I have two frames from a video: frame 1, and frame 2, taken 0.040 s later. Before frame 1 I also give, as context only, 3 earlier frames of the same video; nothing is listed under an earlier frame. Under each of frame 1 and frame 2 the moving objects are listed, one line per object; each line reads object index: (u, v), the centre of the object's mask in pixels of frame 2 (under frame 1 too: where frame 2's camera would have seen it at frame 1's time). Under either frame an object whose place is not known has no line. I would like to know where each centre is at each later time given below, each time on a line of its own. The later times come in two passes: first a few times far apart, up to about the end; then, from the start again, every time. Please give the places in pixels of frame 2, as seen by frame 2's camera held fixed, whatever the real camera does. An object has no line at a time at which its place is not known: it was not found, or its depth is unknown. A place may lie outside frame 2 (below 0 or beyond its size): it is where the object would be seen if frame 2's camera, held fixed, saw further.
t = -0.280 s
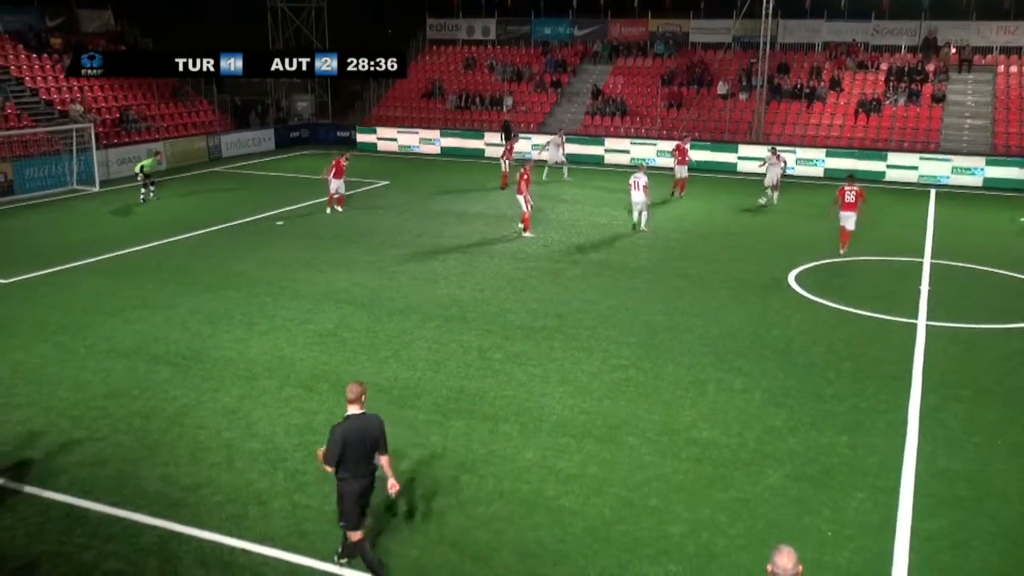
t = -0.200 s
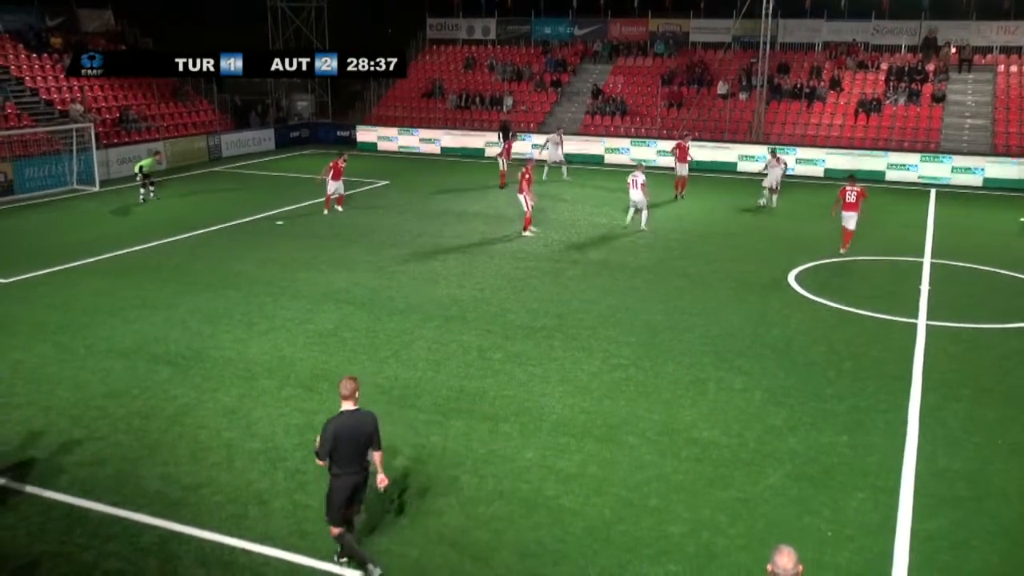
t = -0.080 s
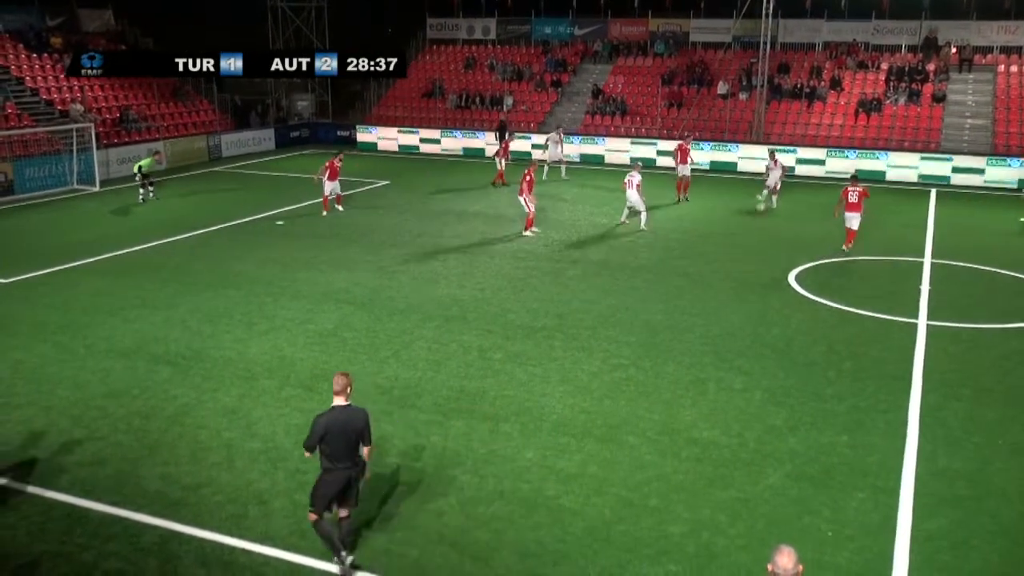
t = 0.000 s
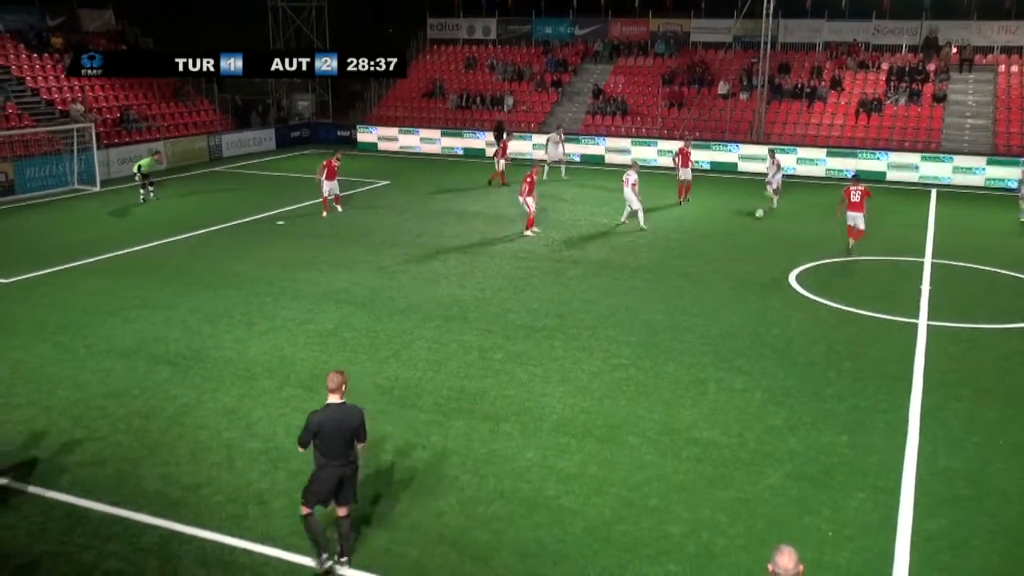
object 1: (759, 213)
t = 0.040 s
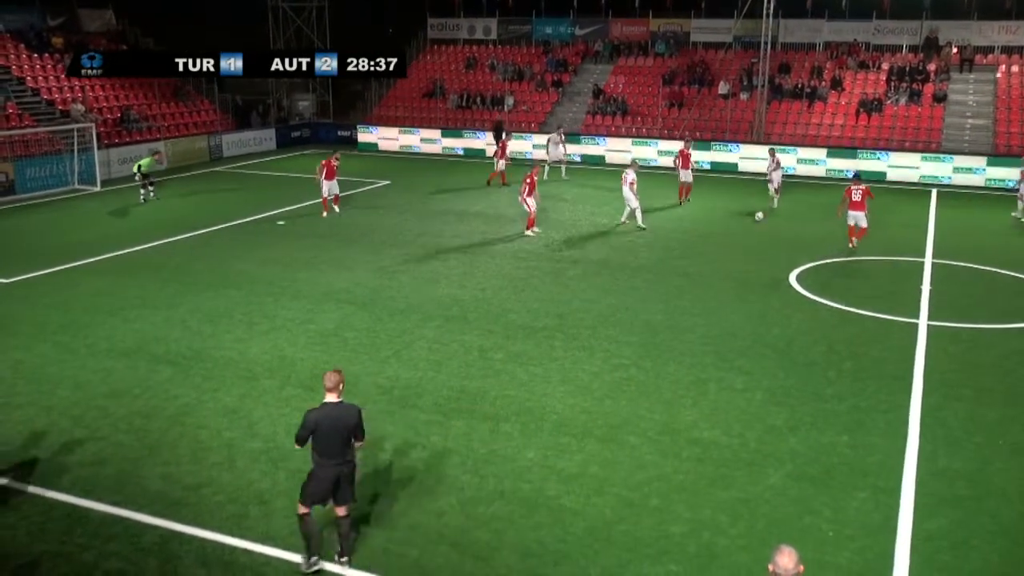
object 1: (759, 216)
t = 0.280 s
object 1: (755, 235)
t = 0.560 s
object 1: (756, 258)
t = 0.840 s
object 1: (759, 277)
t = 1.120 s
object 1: (763, 303)
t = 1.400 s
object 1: (765, 328)
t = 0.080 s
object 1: (758, 219)
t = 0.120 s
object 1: (757, 223)
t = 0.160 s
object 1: (756, 226)
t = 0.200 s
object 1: (756, 229)
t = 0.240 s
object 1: (756, 232)
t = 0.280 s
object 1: (755, 235)
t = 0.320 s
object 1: (755, 238)
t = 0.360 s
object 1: (755, 242)
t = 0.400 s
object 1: (755, 245)
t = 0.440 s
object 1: (756, 248)
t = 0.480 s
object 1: (756, 251)
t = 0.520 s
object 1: (756, 254)
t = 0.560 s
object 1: (756, 258)
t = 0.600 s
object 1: (756, 260)
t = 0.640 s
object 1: (757, 262)
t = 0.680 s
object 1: (757, 266)
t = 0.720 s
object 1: (758, 270)
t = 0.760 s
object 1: (758, 273)
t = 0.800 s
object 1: (758, 274)
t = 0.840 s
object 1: (759, 277)
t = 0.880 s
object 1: (760, 280)
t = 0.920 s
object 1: (760, 285)
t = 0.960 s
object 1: (761, 289)
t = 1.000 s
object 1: (761, 291)
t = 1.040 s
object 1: (762, 294)
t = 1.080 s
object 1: (763, 299)
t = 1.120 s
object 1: (763, 303)
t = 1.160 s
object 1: (763, 305)
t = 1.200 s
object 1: (764, 309)
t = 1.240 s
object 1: (764, 313)
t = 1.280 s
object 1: (765, 317)
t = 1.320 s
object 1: (765, 320)
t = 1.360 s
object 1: (765, 323)
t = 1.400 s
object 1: (765, 328)
